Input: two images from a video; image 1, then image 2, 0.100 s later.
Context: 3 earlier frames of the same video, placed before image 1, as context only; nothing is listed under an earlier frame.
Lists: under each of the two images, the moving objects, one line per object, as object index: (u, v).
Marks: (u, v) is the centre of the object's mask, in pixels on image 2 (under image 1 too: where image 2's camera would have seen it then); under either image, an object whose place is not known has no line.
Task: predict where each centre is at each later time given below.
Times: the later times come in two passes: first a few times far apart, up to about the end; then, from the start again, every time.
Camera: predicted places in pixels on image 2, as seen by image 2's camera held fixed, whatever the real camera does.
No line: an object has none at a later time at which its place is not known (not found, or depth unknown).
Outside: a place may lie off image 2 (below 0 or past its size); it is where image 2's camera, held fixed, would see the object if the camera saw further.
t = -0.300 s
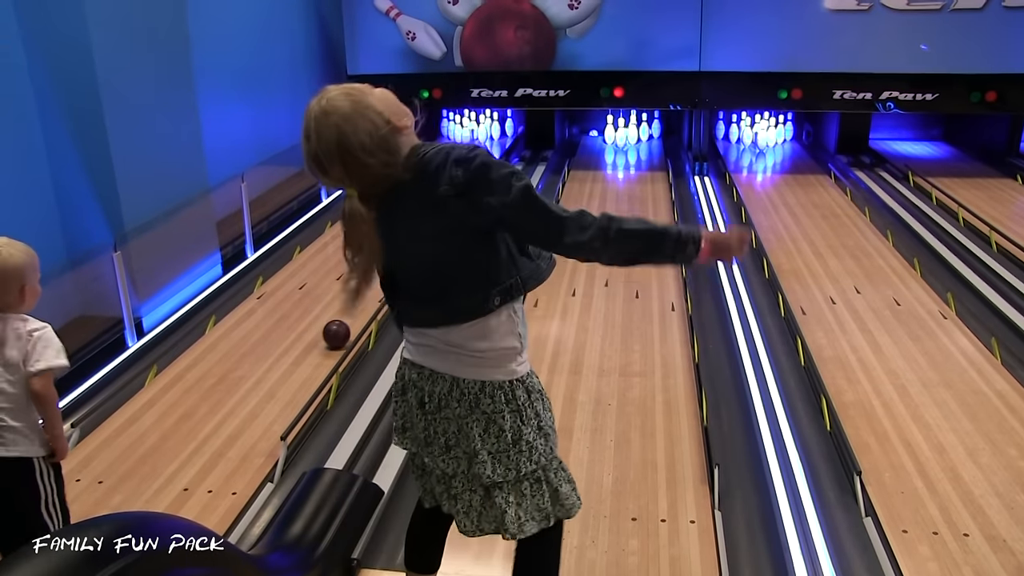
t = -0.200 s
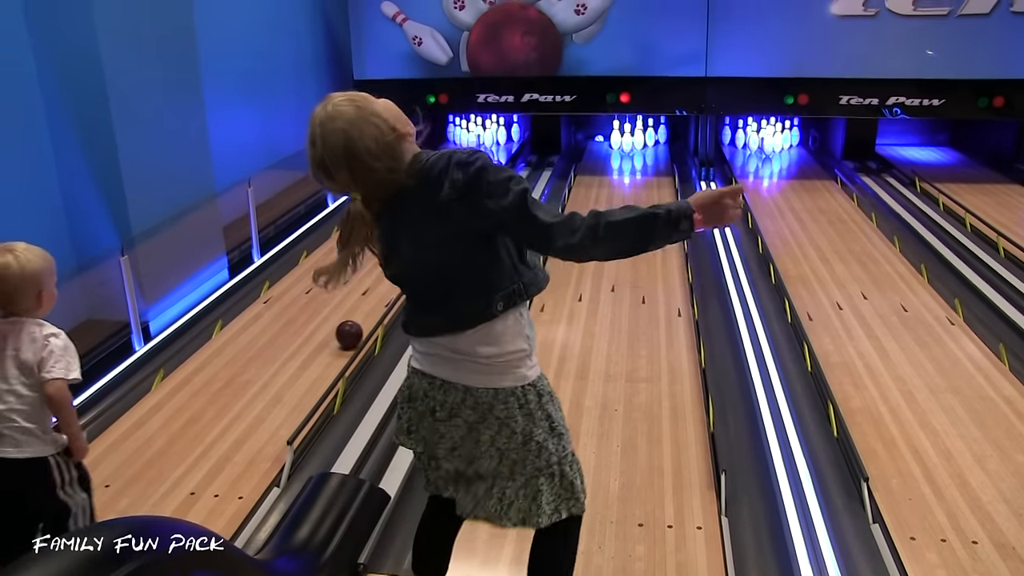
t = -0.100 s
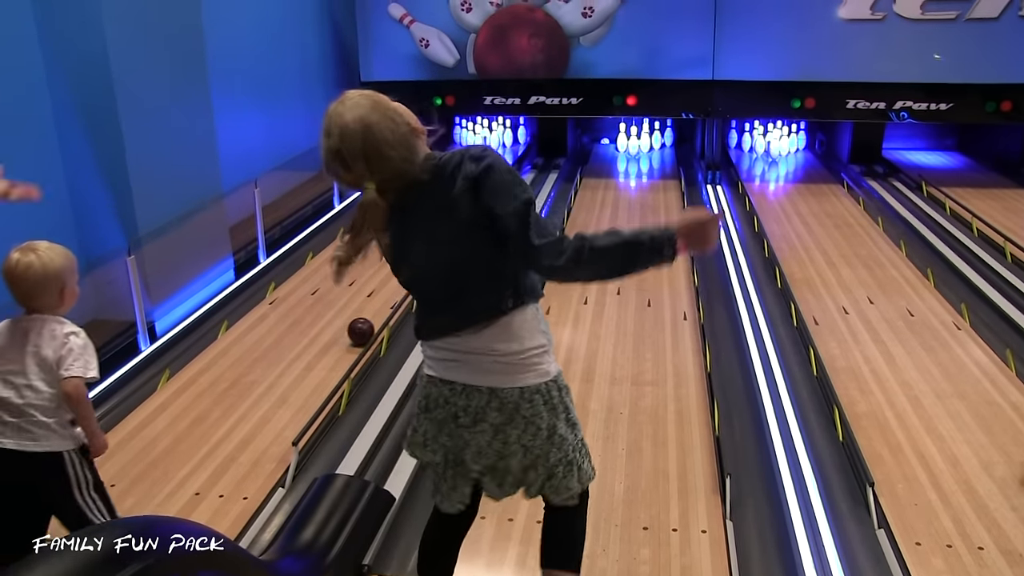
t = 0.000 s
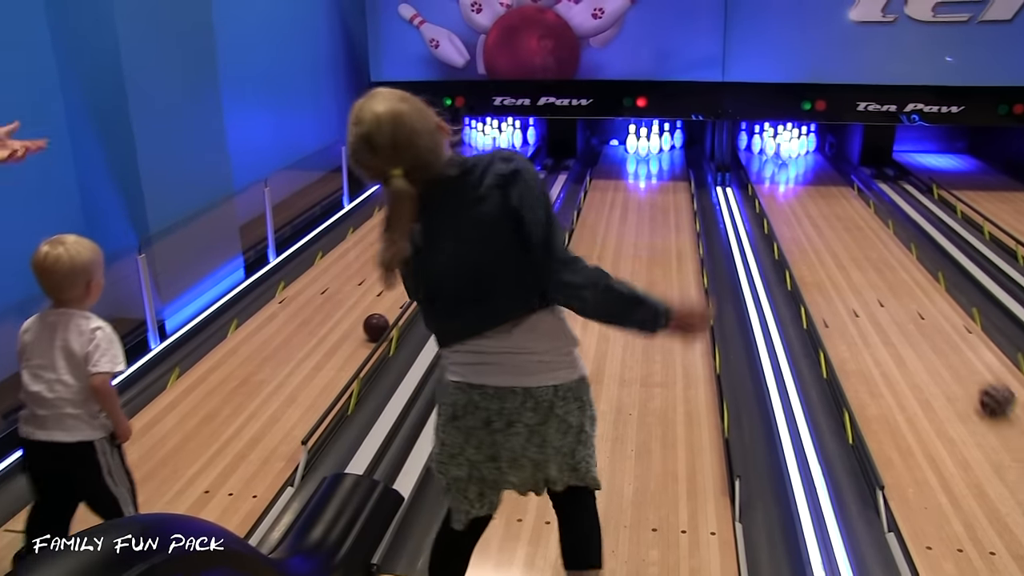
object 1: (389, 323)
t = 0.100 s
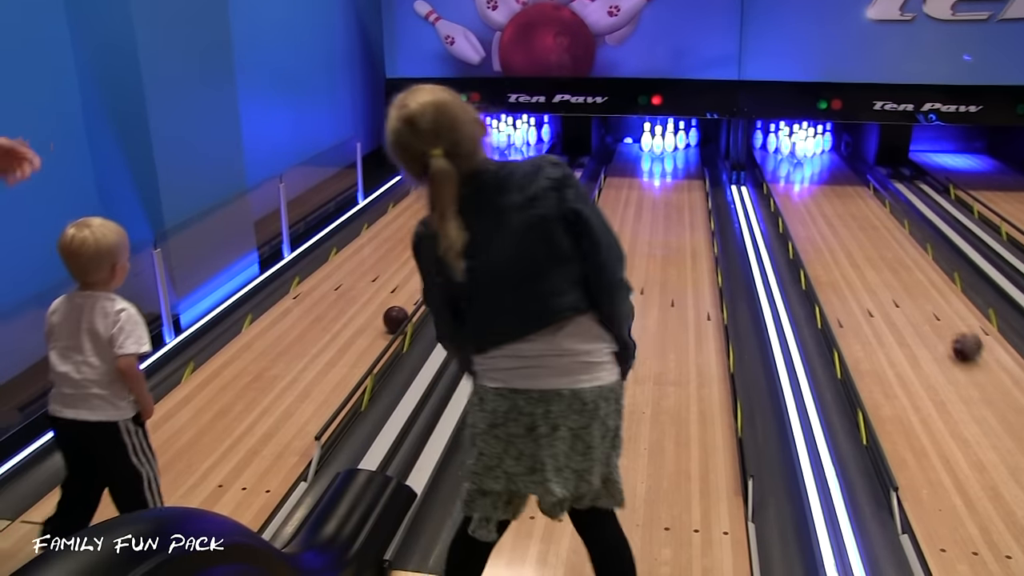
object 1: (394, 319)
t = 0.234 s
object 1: (401, 313)
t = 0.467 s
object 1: (406, 305)
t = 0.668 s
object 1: (409, 299)
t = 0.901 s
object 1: (411, 293)
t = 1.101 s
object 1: (412, 287)
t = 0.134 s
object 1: (396, 317)
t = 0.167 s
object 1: (398, 316)
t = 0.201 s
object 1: (400, 315)
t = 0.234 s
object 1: (401, 313)
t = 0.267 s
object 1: (402, 312)
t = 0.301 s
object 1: (403, 311)
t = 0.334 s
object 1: (404, 310)
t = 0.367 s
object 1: (404, 309)
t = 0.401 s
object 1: (405, 308)
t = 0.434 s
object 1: (405, 306)
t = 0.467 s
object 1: (406, 305)
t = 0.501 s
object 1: (406, 304)
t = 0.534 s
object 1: (407, 303)
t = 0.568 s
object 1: (408, 302)
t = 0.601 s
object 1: (408, 302)
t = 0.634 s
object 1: (408, 300)
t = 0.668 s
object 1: (409, 299)
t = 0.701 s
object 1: (409, 298)
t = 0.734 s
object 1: (410, 298)
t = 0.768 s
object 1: (410, 297)
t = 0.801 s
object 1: (410, 296)
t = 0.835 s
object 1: (410, 294)
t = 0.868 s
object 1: (411, 294)
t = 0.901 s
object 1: (411, 293)
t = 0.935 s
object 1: (411, 292)
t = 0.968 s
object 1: (411, 291)
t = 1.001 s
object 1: (412, 290)
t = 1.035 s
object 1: (411, 289)
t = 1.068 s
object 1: (411, 288)
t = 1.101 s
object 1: (412, 287)
